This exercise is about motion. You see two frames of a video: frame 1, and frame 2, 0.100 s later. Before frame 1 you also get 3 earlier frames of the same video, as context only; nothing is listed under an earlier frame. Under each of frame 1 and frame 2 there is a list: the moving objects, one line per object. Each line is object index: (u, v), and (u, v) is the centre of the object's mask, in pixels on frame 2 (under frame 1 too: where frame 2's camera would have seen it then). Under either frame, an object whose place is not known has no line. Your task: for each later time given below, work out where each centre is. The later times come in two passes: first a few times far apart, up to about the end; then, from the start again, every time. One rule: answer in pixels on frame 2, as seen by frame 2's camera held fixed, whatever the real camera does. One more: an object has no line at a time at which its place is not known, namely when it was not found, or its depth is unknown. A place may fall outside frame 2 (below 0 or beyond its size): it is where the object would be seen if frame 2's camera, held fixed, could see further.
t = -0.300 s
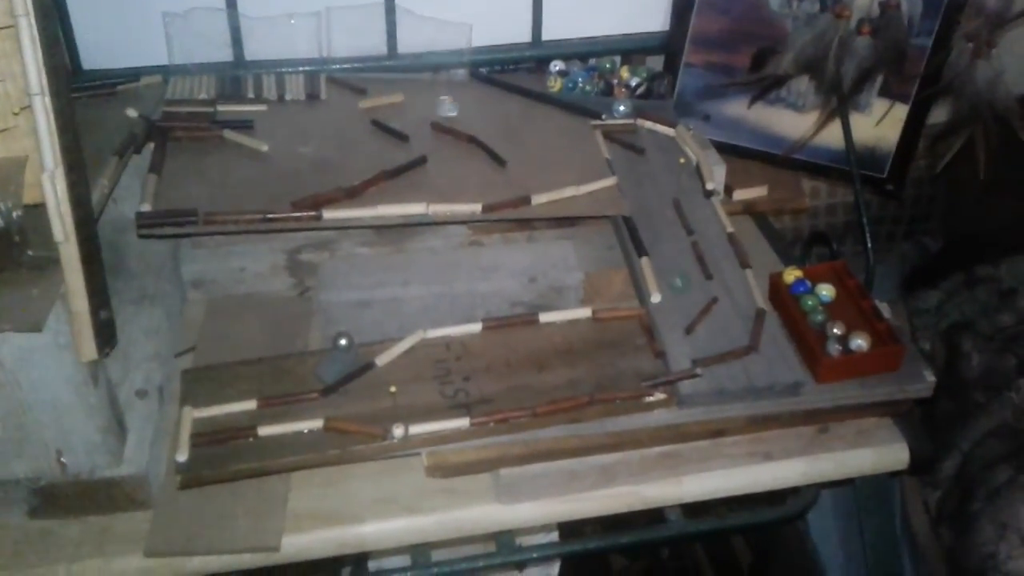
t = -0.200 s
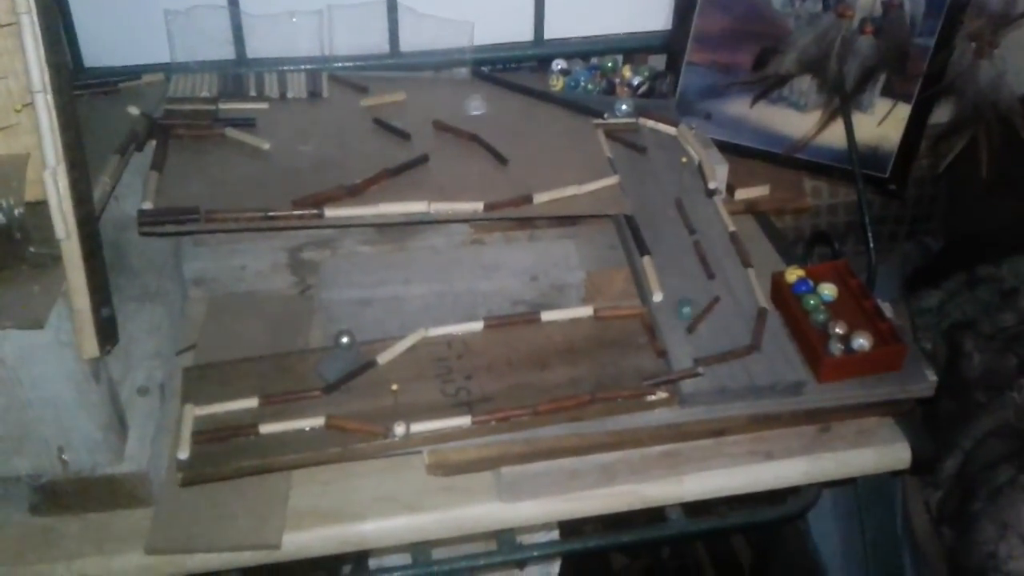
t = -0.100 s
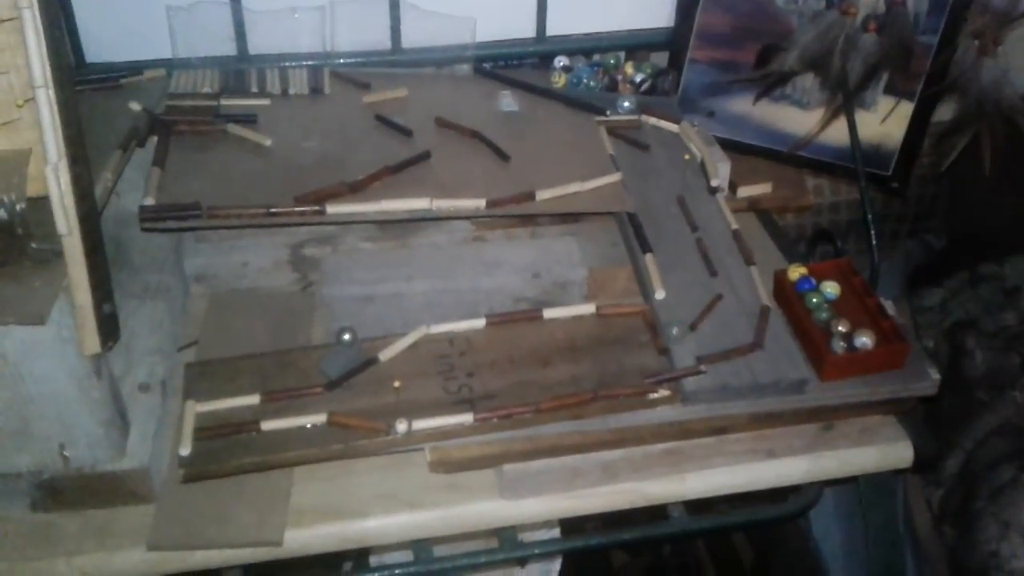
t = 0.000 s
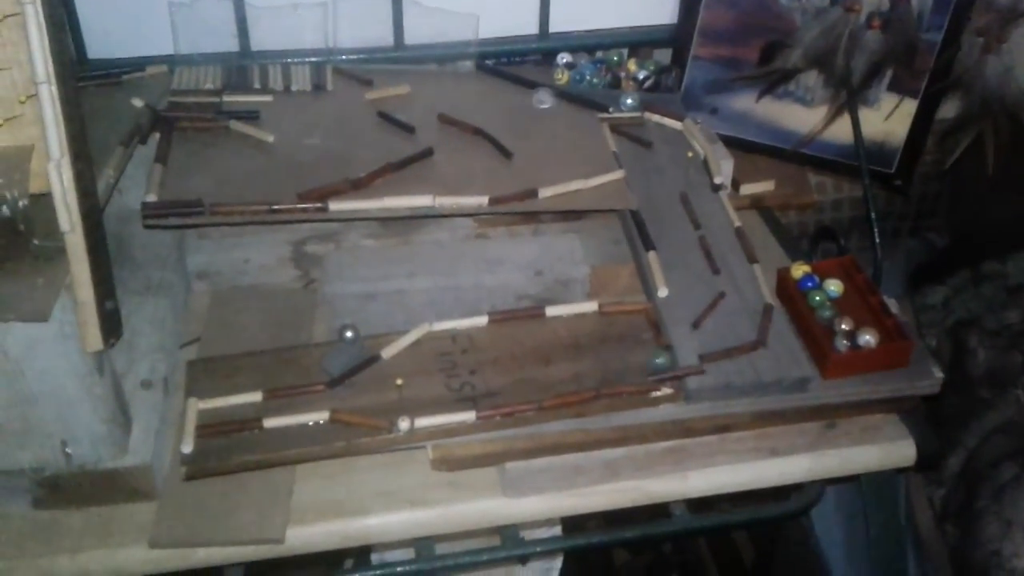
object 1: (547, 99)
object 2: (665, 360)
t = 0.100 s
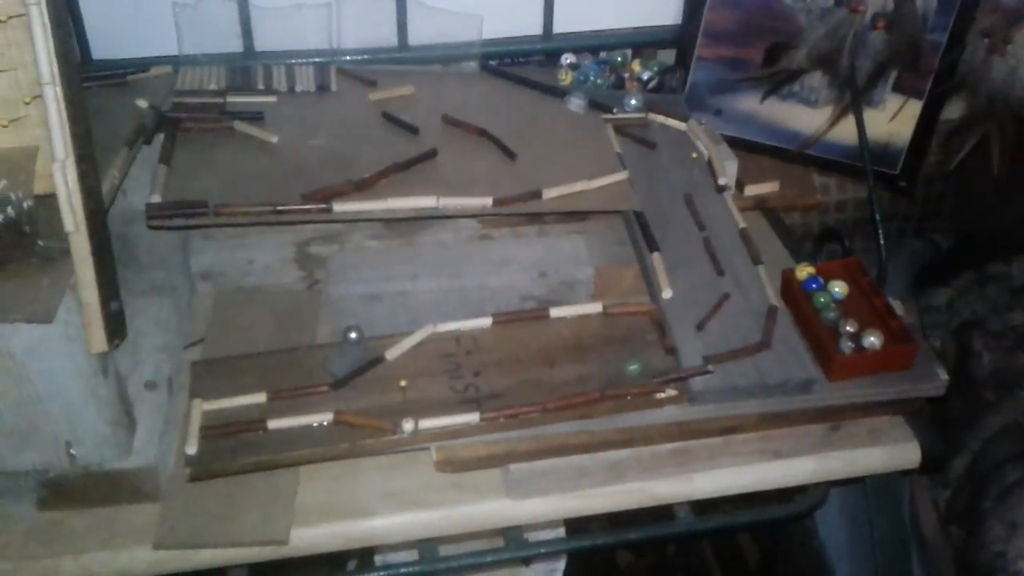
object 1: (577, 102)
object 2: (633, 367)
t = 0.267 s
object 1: (622, 119)
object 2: (576, 373)
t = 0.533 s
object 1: (678, 156)
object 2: (472, 386)
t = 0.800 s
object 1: (671, 221)
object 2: (356, 400)
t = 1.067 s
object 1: (687, 311)
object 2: (263, 406)
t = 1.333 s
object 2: (214, 412)
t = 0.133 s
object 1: (586, 105)
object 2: (622, 369)
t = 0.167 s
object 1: (593, 107)
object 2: (611, 371)
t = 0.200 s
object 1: (603, 110)
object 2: (598, 371)
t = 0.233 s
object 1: (613, 115)
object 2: (588, 374)
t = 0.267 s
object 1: (622, 119)
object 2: (576, 373)
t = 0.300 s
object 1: (634, 126)
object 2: (564, 375)
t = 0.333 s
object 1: (647, 129)
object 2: (552, 376)
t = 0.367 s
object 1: (661, 134)
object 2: (539, 378)
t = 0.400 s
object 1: (675, 137)
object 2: (527, 379)
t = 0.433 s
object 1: (683, 141)
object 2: (514, 380)
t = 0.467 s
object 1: (681, 146)
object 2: (500, 383)
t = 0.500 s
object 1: (680, 152)
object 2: (485, 384)
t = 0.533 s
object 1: (678, 156)
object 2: (472, 386)
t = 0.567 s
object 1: (677, 163)
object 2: (458, 386)
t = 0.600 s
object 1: (674, 170)
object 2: (445, 389)
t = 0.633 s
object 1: (674, 178)
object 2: (429, 391)
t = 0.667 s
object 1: (673, 186)
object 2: (416, 392)
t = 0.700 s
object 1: (673, 194)
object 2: (401, 395)
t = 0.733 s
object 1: (671, 203)
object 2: (386, 398)
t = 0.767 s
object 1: (671, 212)
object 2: (370, 400)
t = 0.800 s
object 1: (671, 221)
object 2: (356, 400)
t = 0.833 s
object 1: (672, 231)
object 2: (343, 397)
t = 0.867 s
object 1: (673, 245)
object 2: (331, 396)
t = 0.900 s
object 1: (673, 253)
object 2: (321, 395)
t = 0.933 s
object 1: (677, 267)
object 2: (311, 397)
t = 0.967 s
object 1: (682, 282)
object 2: (299, 398)
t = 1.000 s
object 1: (687, 295)
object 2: (287, 402)
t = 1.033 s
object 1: (691, 308)
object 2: (276, 404)
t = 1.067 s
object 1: (687, 311)
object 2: (263, 406)
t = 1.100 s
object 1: (677, 324)
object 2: (256, 404)
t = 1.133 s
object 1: (672, 334)
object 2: (245, 407)
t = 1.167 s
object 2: (235, 408)
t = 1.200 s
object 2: (225, 412)
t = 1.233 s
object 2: (215, 414)
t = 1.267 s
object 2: (213, 413)
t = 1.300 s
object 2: (214, 413)
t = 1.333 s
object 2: (214, 412)
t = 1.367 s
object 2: (213, 413)
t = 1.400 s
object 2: (213, 413)
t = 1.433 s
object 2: (213, 413)
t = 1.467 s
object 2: (213, 413)
